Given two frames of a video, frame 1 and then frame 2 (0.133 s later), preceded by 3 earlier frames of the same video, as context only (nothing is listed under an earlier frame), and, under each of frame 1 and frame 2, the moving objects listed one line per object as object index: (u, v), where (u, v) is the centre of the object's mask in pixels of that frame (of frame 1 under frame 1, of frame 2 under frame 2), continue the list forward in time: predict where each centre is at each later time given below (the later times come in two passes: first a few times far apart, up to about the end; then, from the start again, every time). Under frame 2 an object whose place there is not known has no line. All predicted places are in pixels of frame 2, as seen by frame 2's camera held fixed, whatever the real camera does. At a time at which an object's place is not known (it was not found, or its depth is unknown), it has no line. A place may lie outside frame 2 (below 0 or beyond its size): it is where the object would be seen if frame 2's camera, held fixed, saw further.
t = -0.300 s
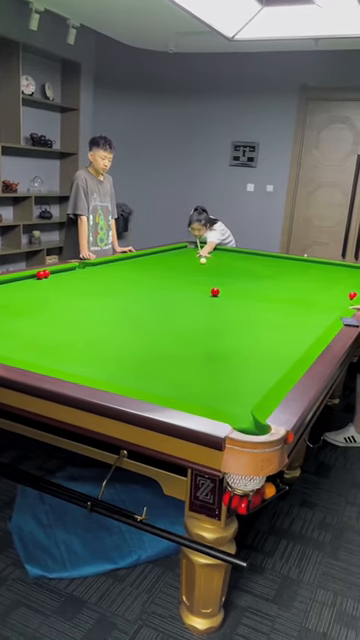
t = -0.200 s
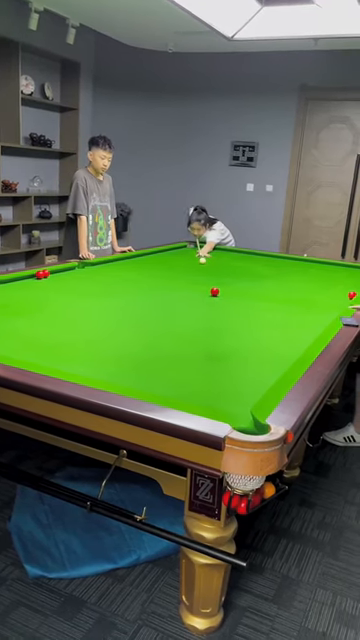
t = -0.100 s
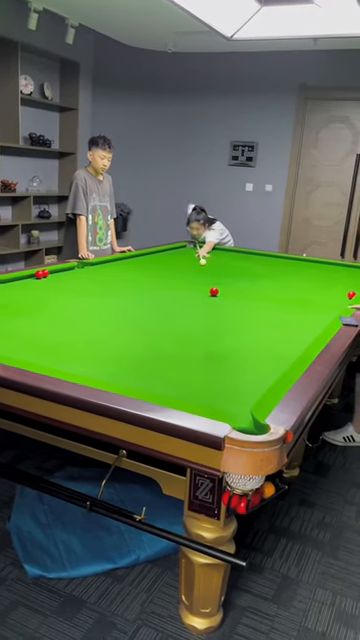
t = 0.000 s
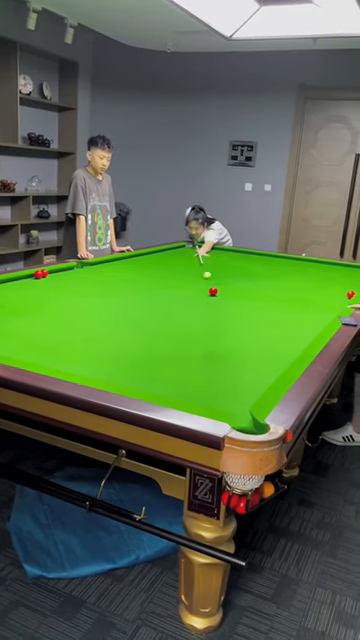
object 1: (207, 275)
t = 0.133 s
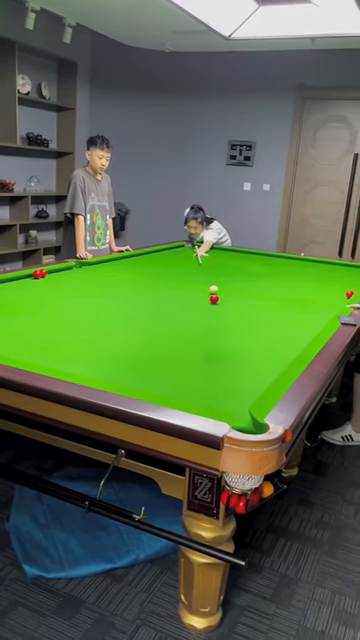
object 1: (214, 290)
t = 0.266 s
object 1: (217, 291)
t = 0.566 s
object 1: (227, 296)
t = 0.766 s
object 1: (232, 299)
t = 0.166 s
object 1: (215, 290)
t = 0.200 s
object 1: (216, 290)
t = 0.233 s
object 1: (217, 291)
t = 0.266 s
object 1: (217, 291)
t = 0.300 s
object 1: (219, 292)
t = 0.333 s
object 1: (219, 292)
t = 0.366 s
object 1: (220, 293)
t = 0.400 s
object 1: (221, 293)
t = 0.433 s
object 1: (223, 294)
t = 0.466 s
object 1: (223, 294)
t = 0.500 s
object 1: (224, 295)
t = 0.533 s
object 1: (226, 295)
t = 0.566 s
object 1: (227, 296)
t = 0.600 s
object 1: (228, 296)
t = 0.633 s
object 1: (229, 297)
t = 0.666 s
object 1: (230, 297)
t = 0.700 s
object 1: (231, 298)
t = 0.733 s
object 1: (232, 298)
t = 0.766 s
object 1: (232, 299)
